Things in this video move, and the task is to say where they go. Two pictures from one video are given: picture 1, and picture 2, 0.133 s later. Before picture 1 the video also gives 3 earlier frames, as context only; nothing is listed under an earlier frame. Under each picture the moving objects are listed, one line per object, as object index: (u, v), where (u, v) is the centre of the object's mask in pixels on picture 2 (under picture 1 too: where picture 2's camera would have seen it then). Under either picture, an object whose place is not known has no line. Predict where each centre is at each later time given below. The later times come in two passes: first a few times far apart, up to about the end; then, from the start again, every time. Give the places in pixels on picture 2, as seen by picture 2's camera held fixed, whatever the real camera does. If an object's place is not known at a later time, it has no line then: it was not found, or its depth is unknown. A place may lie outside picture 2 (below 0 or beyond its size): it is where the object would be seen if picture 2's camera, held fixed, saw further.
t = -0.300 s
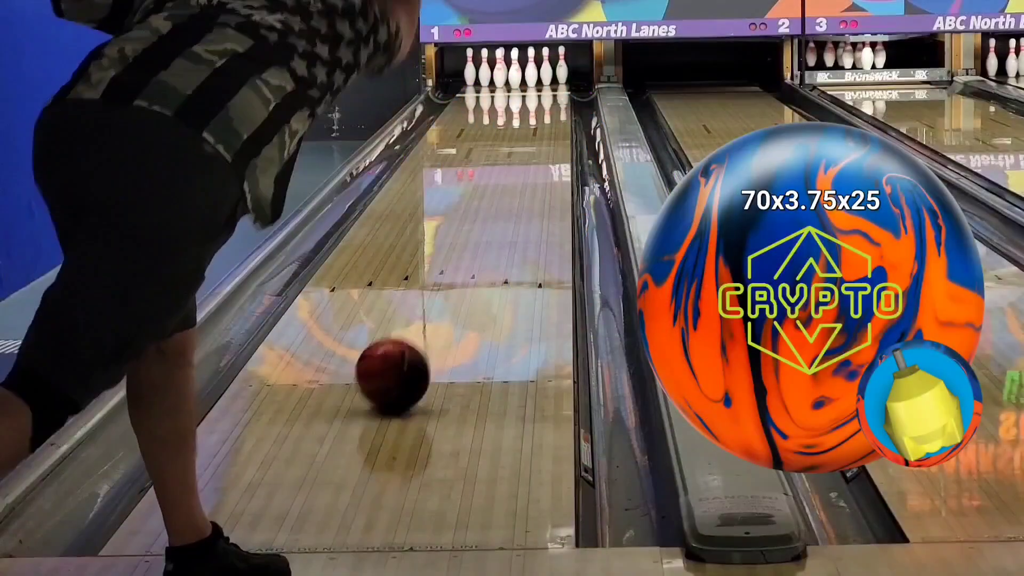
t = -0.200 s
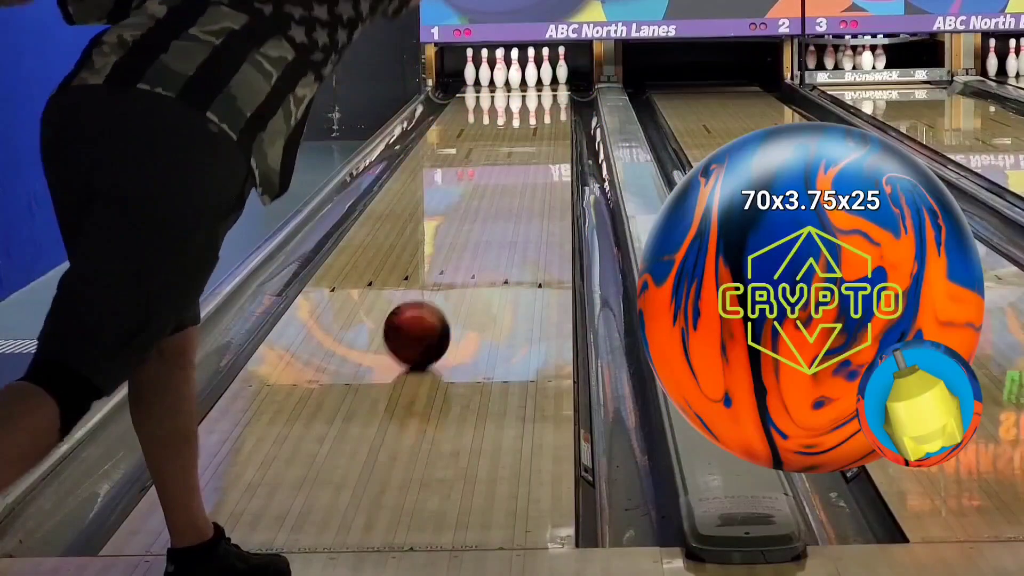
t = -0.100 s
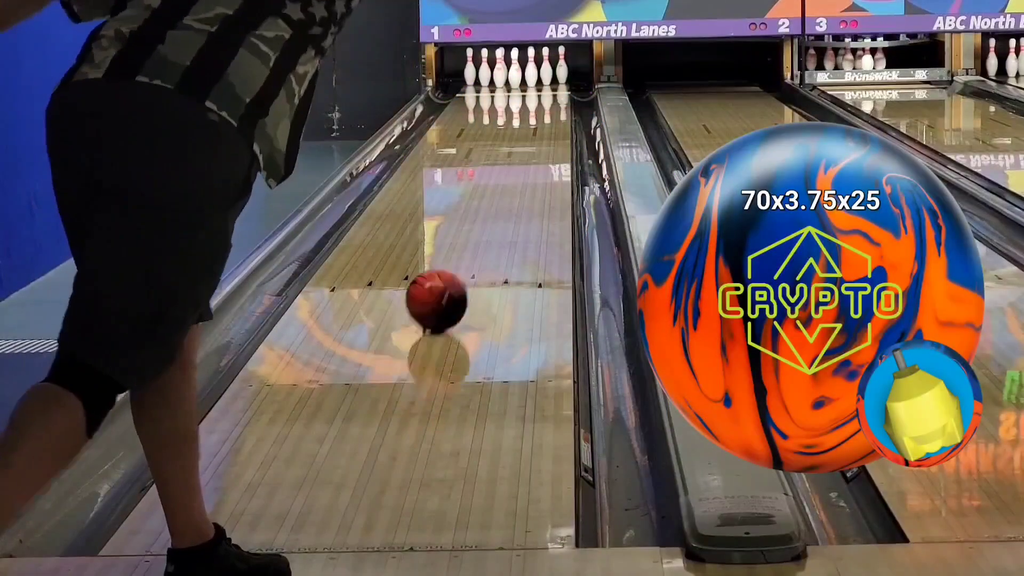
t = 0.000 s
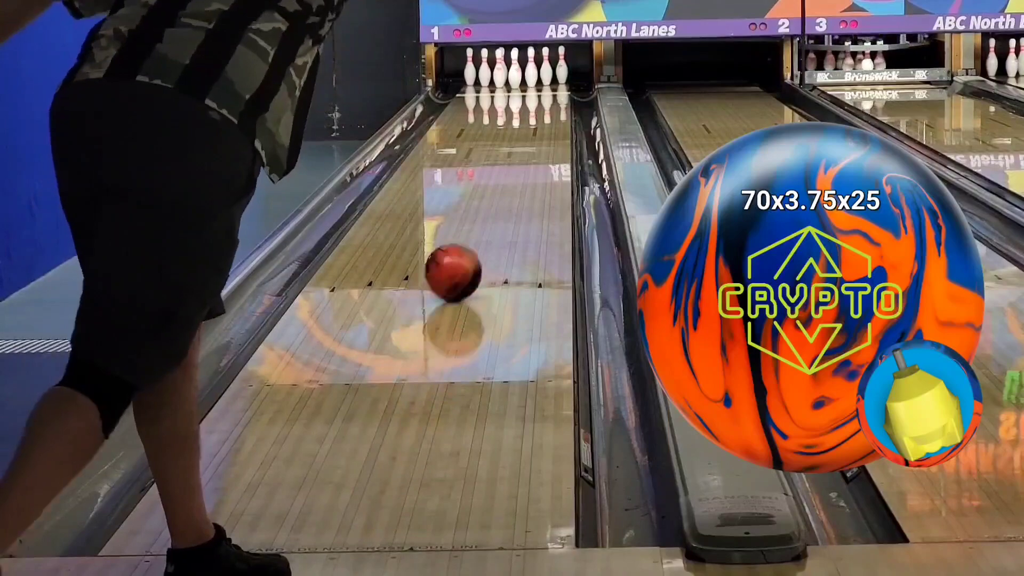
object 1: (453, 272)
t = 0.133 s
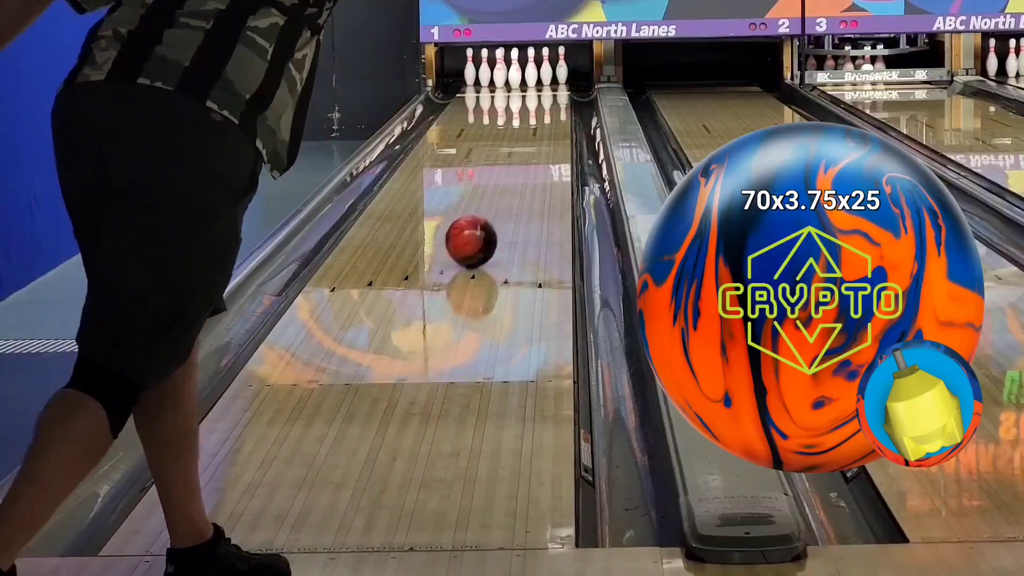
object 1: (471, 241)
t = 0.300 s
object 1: (489, 211)
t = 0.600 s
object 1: (512, 170)
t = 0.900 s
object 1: (527, 141)
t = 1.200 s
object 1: (537, 118)
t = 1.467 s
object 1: (540, 102)
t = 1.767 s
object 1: (537, 89)
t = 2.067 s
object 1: (527, 80)
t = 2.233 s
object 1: (528, 75)
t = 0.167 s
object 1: (475, 234)
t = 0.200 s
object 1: (479, 228)
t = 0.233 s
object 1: (482, 223)
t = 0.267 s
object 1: (486, 217)
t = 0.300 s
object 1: (489, 211)
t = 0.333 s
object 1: (492, 205)
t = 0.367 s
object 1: (495, 200)
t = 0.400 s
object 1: (498, 195)
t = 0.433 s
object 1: (500, 191)
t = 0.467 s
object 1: (503, 186)
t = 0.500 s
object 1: (505, 182)
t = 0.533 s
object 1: (508, 178)
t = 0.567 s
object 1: (510, 173)
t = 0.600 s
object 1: (512, 170)
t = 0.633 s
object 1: (514, 166)
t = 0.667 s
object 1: (516, 163)
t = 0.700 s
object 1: (518, 159)
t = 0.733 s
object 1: (520, 156)
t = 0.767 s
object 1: (521, 152)
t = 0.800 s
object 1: (523, 149)
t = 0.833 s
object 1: (524, 146)
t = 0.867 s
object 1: (526, 143)
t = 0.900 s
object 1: (527, 141)
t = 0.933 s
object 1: (529, 138)
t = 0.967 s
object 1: (530, 135)
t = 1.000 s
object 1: (531, 132)
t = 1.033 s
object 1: (532, 130)
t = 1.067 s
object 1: (533, 127)
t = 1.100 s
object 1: (534, 125)
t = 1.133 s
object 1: (535, 122)
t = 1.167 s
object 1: (536, 120)
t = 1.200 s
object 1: (537, 118)
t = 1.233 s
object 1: (538, 116)
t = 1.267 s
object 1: (538, 113)
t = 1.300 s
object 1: (539, 112)
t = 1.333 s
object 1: (539, 109)
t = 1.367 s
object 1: (540, 107)
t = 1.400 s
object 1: (540, 106)
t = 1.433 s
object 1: (540, 104)
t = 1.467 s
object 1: (540, 102)
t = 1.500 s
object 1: (540, 101)
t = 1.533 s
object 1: (540, 99)
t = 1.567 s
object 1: (540, 97)
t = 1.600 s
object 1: (540, 96)
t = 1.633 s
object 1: (539, 95)
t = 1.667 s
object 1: (539, 93)
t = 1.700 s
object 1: (539, 92)
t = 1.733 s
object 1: (538, 90)
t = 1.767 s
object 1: (537, 89)
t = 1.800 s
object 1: (537, 88)
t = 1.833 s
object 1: (536, 87)
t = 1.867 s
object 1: (534, 86)
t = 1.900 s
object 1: (533, 85)
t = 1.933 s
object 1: (532, 84)
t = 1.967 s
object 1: (531, 83)
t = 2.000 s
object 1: (530, 82)
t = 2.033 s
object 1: (529, 81)
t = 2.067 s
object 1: (527, 80)
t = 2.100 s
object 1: (526, 79)
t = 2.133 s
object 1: (527, 78)
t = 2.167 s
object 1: (528, 77)
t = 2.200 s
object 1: (528, 76)
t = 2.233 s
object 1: (528, 75)
